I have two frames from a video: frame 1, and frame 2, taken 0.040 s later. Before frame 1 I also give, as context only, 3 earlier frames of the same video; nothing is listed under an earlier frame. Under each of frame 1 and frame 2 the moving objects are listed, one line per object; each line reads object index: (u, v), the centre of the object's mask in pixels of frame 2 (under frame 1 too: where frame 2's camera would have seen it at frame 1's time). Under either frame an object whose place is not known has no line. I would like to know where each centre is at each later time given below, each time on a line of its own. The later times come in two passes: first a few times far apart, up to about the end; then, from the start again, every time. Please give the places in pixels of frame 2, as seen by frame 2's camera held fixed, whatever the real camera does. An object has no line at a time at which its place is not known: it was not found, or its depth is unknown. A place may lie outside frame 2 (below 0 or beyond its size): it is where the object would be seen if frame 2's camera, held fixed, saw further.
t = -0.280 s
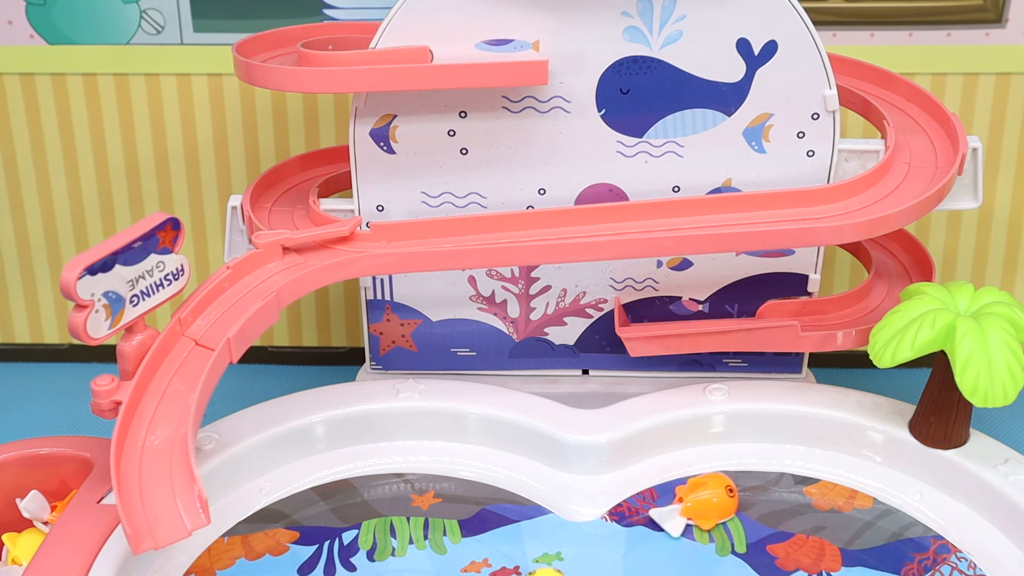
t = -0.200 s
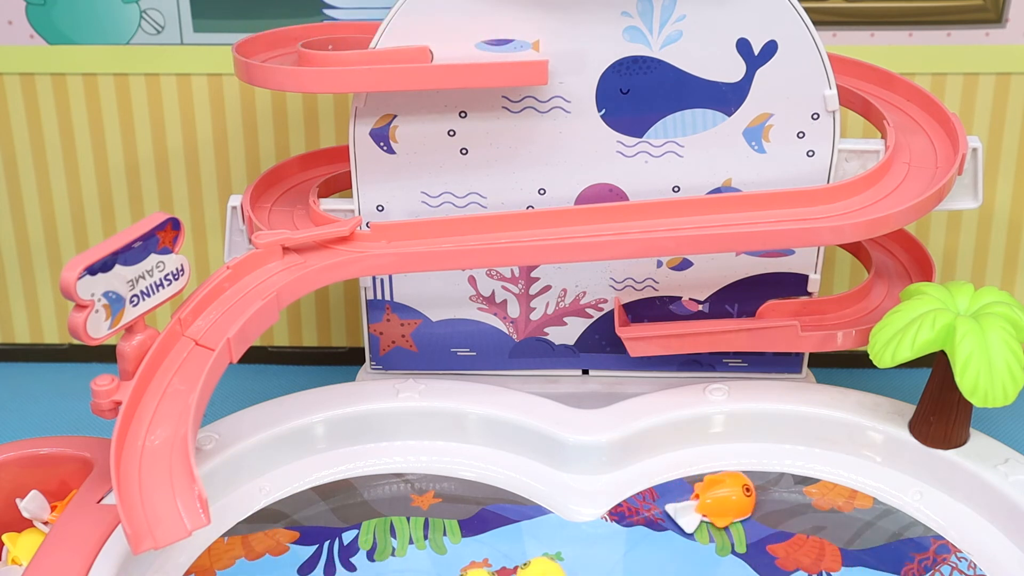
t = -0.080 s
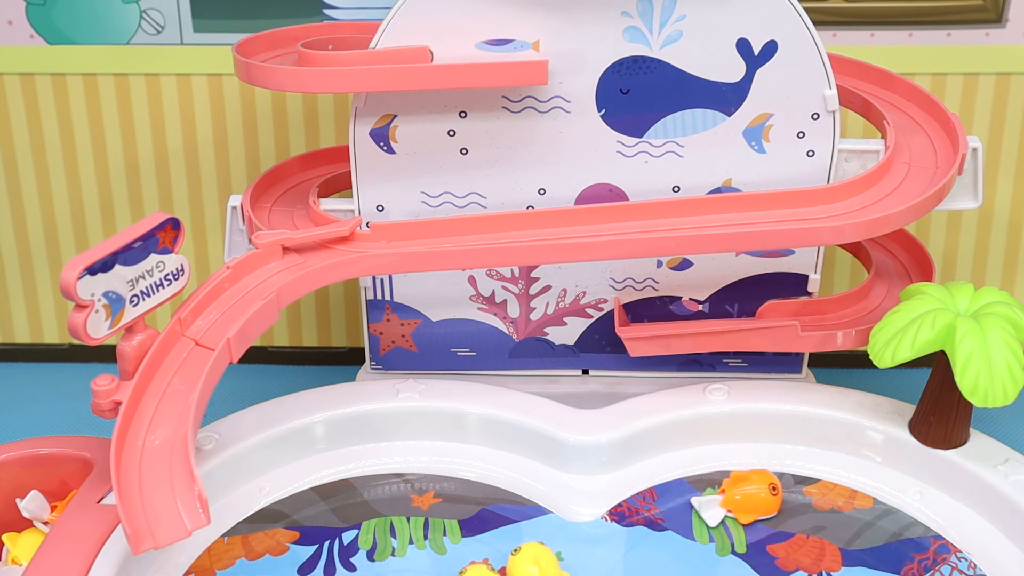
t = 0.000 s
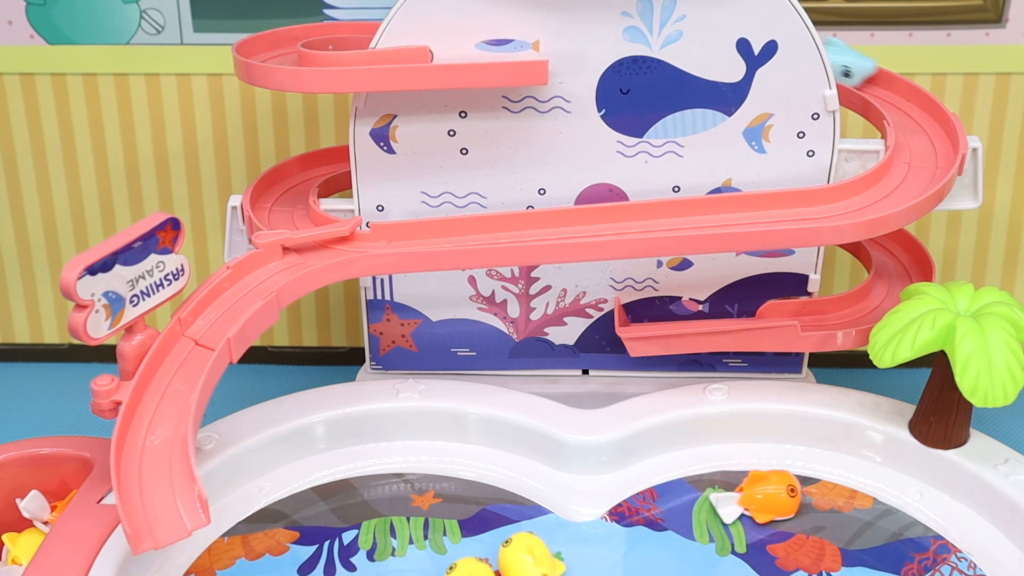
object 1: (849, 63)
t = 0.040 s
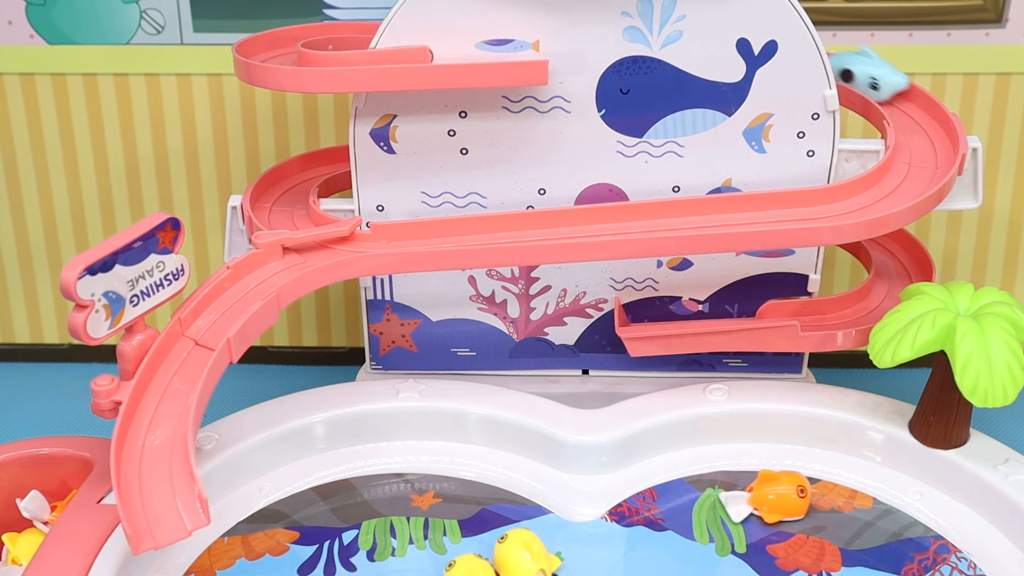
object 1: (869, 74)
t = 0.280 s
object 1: (908, 173)
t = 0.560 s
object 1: (678, 214)
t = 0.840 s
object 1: (340, 238)
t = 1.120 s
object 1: (142, 438)
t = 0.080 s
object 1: (889, 88)
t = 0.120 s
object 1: (908, 104)
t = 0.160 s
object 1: (920, 122)
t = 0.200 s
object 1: (925, 140)
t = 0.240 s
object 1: (921, 159)
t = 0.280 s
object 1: (908, 173)
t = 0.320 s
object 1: (887, 186)
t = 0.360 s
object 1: (859, 197)
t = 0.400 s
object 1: (826, 203)
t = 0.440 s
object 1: (791, 207)
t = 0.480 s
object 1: (755, 209)
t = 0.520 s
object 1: (717, 212)
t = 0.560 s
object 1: (678, 214)
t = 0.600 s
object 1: (636, 217)
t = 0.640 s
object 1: (592, 220)
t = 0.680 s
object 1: (546, 223)
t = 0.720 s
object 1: (498, 226)
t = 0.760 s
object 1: (448, 229)
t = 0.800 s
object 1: (395, 232)
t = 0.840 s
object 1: (340, 238)
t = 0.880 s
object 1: (306, 242)
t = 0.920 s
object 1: (276, 256)
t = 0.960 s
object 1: (247, 276)
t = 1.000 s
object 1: (217, 305)
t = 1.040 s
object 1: (184, 342)
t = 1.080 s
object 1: (159, 387)
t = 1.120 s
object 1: (142, 438)
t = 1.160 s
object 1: (148, 493)
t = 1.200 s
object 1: (170, 539)
